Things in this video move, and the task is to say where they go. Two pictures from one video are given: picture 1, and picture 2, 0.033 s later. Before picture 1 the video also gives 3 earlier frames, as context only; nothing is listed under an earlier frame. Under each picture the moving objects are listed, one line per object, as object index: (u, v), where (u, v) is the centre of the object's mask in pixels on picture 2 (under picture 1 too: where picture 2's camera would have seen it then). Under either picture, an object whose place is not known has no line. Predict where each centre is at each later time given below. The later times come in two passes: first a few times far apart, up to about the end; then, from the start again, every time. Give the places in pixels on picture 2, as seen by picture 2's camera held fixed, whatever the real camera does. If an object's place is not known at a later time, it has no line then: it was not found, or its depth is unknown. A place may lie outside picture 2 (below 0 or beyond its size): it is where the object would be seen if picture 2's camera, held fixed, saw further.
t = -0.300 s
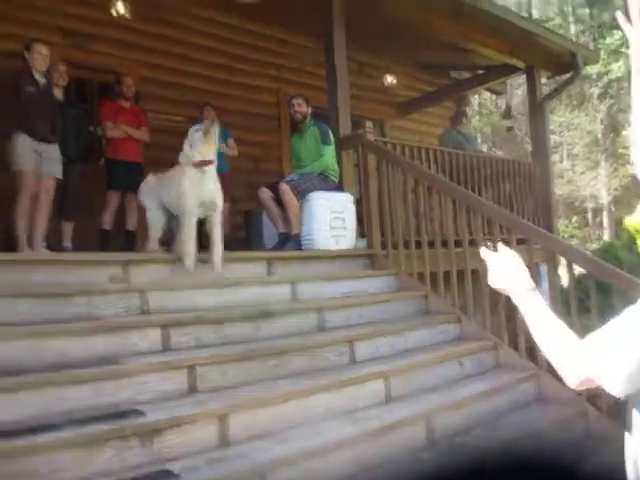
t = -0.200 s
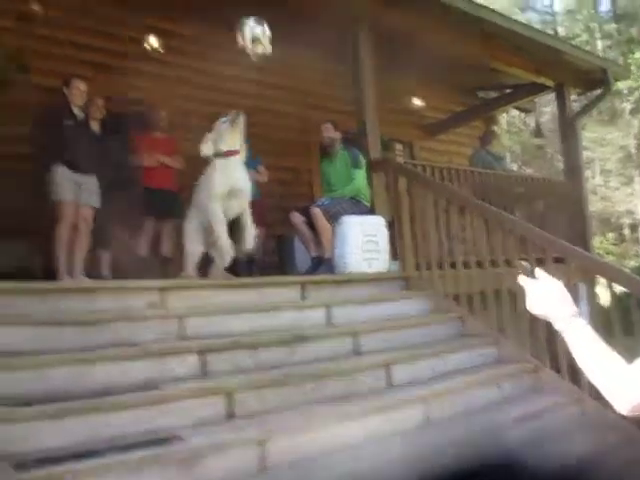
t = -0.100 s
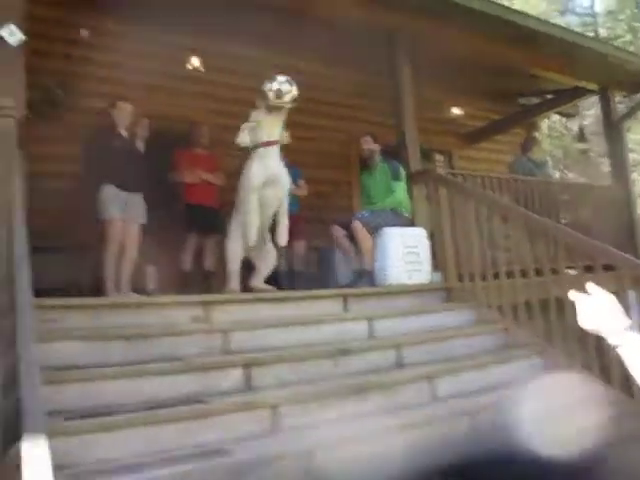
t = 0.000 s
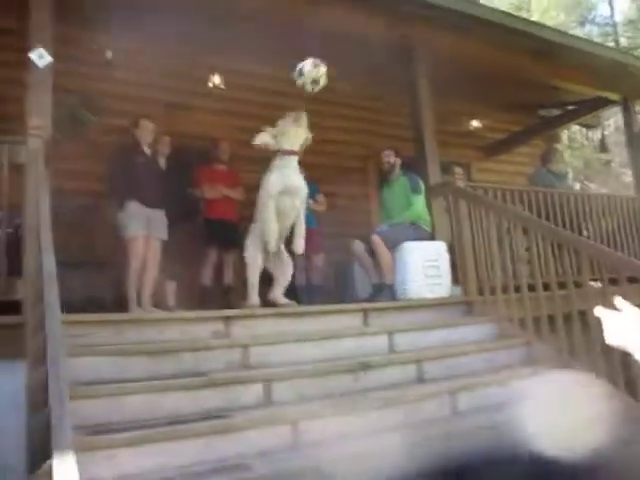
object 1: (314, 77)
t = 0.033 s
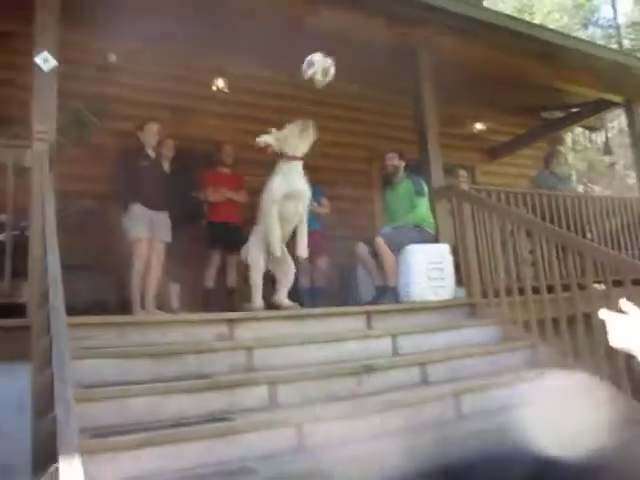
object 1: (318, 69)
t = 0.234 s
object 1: (344, 47)
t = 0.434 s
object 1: (376, 84)
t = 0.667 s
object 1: (427, 212)
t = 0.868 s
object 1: (480, 403)
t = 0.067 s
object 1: (323, 61)
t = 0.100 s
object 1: (326, 56)
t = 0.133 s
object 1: (331, 51)
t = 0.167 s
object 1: (335, 49)
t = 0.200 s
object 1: (339, 47)
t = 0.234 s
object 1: (344, 47)
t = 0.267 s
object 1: (349, 48)
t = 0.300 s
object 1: (353, 52)
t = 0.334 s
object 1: (359, 57)
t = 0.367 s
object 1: (365, 64)
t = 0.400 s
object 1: (370, 74)
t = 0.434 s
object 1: (376, 84)
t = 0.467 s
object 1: (382, 95)
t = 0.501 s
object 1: (389, 109)
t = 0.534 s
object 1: (395, 124)
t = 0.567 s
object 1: (403, 144)
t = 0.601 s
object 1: (410, 163)
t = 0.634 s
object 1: (419, 185)
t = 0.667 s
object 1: (427, 212)
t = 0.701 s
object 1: (436, 240)
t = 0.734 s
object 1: (445, 275)
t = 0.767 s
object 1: (453, 302)
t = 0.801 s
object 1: (465, 342)
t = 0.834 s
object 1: (477, 382)
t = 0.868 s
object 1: (480, 403)
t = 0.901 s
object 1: (480, 385)
